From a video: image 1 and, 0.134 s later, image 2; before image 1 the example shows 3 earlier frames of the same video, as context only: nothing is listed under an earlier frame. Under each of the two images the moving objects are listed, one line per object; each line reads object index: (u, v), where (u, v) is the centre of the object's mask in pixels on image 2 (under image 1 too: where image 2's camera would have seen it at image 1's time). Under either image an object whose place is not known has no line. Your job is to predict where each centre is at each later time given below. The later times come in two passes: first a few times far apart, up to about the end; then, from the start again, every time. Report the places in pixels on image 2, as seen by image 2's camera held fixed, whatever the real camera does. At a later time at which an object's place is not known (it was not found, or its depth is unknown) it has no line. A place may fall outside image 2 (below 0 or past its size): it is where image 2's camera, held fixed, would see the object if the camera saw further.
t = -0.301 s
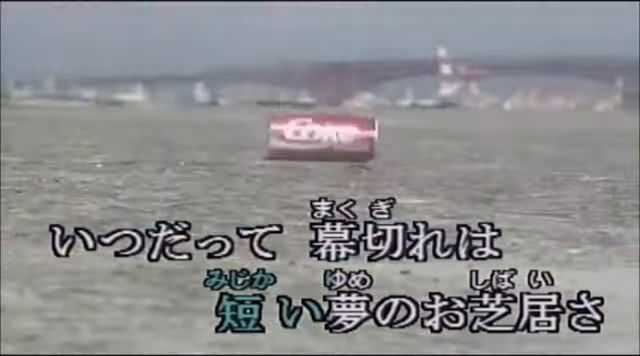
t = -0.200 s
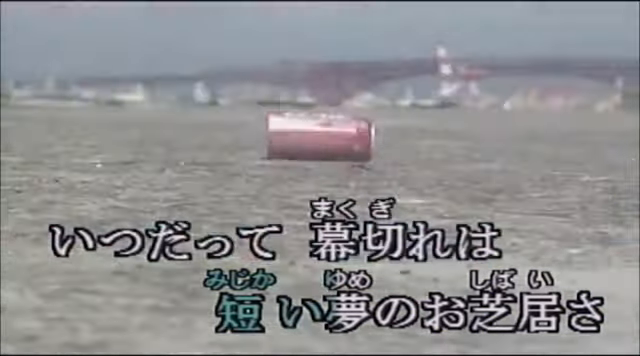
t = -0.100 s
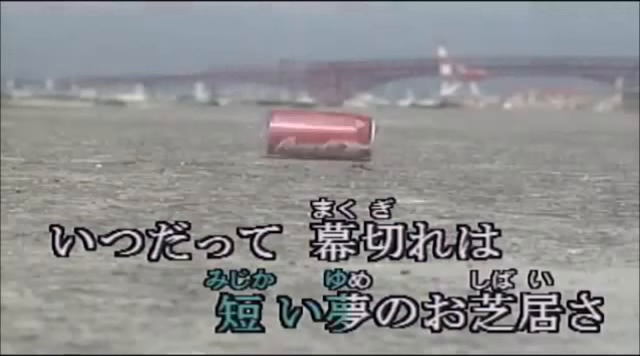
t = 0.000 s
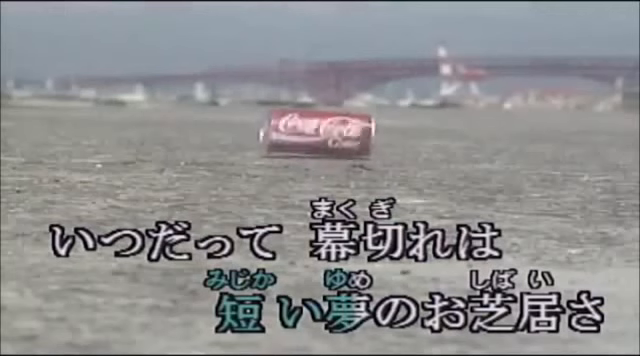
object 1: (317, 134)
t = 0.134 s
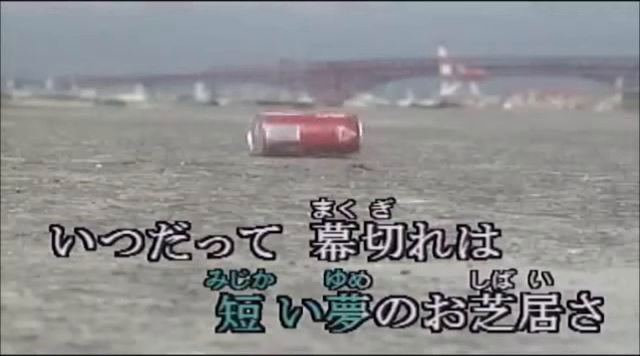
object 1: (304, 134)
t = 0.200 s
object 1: (305, 133)
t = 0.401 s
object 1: (292, 131)
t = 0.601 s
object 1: (281, 131)
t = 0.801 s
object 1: (264, 129)
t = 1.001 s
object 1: (244, 128)
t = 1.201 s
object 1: (221, 127)
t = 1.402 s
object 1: (208, 125)
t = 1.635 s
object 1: (187, 124)
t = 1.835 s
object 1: (188, 124)
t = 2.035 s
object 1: (180, 123)
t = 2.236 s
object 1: (176, 122)
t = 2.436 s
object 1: (175, 122)
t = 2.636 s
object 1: (179, 123)
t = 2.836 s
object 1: (181, 121)
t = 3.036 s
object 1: (180, 122)
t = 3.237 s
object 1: (184, 121)
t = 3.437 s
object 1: (182, 120)
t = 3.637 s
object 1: (176, 118)
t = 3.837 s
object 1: (167, 119)
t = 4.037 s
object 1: (157, 119)
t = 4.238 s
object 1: (148, 118)
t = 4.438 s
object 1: (135, 116)
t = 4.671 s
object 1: (117, 114)
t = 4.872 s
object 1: (104, 112)
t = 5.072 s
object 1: (101, 112)
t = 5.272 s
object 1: (107, 112)
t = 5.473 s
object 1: (115, 112)
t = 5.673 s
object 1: (115, 112)
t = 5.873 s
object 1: (122, 112)
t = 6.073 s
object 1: (126, 111)
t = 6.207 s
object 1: (130, 112)
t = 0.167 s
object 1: (305, 133)
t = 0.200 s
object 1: (305, 133)
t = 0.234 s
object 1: (305, 132)
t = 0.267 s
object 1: (302, 133)
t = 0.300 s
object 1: (300, 132)
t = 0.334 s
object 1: (296, 132)
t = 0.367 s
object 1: (294, 132)
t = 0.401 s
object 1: (292, 131)
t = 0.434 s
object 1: (290, 132)
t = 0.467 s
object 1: (289, 132)
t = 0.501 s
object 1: (287, 132)
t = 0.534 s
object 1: (286, 131)
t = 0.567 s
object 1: (284, 131)
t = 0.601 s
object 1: (281, 131)
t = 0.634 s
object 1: (279, 130)
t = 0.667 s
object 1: (278, 130)
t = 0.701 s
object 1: (276, 130)
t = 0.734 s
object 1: (272, 130)
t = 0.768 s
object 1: (268, 130)
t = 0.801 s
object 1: (264, 129)
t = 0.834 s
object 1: (261, 129)
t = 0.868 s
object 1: (258, 129)
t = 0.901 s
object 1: (254, 129)
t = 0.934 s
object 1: (251, 128)
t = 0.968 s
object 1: (248, 128)
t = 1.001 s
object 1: (244, 128)
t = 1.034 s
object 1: (240, 128)
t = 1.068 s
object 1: (238, 128)
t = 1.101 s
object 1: (234, 127)
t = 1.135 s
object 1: (231, 128)
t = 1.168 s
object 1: (226, 127)
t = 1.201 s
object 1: (221, 127)
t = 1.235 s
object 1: (219, 126)
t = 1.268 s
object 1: (216, 125)
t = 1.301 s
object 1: (215, 126)
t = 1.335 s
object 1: (213, 125)
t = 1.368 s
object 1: (211, 123)
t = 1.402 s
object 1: (208, 125)
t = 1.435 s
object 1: (206, 124)
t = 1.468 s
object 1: (202, 124)
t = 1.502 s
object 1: (199, 122)
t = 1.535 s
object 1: (197, 124)
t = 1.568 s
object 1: (193, 124)
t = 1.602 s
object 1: (189, 124)
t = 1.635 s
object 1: (187, 124)
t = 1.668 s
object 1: (187, 124)
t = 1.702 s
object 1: (187, 125)
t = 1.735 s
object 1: (186, 124)
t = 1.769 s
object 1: (187, 124)
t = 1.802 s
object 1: (187, 124)
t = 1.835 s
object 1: (188, 124)
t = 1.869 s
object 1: (186, 124)
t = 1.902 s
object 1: (185, 124)
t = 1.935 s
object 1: (184, 123)
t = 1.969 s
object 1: (182, 123)
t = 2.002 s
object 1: (180, 123)
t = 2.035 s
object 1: (180, 123)
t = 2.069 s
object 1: (179, 122)
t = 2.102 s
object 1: (180, 122)
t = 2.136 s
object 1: (179, 123)
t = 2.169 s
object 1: (178, 122)
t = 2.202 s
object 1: (177, 122)
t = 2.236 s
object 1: (176, 122)
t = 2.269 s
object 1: (176, 122)
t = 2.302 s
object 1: (175, 123)
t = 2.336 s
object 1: (176, 123)
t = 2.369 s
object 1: (176, 122)
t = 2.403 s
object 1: (176, 123)
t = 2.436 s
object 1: (175, 122)
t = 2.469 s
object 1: (175, 122)
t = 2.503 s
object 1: (176, 122)
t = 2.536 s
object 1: (178, 122)
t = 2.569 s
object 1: (179, 123)
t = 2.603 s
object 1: (180, 124)
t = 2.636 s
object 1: (179, 123)
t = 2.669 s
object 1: (179, 122)
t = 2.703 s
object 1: (180, 122)
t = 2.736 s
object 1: (181, 123)
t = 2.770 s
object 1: (182, 122)
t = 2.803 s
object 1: (183, 123)
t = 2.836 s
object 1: (181, 121)
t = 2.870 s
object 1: (181, 120)
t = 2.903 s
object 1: (181, 121)
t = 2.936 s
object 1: (179, 121)
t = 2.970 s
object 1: (179, 121)
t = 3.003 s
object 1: (180, 121)
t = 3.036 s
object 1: (180, 122)
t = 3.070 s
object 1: (181, 122)
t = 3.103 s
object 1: (182, 122)
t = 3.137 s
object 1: (183, 122)
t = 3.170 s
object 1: (182, 122)
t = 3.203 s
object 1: (182, 121)
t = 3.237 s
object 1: (184, 121)
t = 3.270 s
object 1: (185, 121)
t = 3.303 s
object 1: (185, 121)
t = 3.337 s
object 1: (184, 121)
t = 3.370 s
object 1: (184, 121)
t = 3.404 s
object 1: (183, 120)
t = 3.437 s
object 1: (182, 120)
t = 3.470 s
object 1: (183, 119)
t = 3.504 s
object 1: (182, 119)
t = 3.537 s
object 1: (182, 118)
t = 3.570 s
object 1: (182, 119)
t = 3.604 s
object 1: (179, 118)
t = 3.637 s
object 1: (176, 118)
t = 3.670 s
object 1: (175, 119)
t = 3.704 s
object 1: (172, 119)
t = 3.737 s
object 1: (171, 119)
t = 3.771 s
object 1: (172, 119)
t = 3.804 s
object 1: (170, 119)
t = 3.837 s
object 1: (167, 119)
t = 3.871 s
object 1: (165, 119)
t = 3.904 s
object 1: (163, 119)
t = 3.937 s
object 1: (162, 119)
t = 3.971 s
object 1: (161, 118)
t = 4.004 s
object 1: (160, 119)
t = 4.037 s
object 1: (157, 119)
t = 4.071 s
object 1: (155, 118)
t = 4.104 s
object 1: (153, 119)
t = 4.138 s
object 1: (152, 119)
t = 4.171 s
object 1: (151, 118)
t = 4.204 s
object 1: (150, 118)
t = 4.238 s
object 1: (148, 118)
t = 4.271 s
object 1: (145, 117)
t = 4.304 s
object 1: (143, 116)
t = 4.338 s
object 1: (141, 117)
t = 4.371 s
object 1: (139, 116)
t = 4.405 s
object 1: (137, 115)
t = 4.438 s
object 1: (135, 116)
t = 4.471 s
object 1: (132, 115)
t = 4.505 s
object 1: (129, 115)
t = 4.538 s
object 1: (127, 116)
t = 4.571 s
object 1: (126, 115)
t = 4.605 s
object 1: (123, 114)
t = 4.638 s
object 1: (120, 114)
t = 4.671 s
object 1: (117, 114)
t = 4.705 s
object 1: (113, 114)
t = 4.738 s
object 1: (112, 115)
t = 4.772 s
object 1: (109, 114)
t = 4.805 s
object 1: (107, 114)
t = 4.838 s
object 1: (105, 113)
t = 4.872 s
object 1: (104, 112)
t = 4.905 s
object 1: (103, 110)
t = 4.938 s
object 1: (101, 113)
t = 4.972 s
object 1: (102, 113)
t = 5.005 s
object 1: (102, 113)
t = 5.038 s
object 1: (101, 113)
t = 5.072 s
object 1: (101, 112)
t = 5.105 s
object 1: (101, 111)
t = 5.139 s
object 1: (101, 111)
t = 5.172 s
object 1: (102, 111)
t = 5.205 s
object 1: (104, 111)
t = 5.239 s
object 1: (105, 111)
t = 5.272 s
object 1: (107, 112)
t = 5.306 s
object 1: (108, 111)
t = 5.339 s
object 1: (109, 111)
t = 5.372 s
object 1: (111, 112)
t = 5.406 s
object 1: (113, 112)
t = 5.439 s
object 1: (117, 113)
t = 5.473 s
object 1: (115, 112)
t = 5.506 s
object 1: (116, 110)
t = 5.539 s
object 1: (114, 110)
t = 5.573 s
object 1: (113, 109)
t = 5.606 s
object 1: (113, 111)
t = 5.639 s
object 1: (114, 112)
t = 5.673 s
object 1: (115, 112)
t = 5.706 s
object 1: (118, 112)
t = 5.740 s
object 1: (119, 113)
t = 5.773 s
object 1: (120, 110)
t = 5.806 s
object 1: (120, 110)
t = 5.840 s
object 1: (120, 112)
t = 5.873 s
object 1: (122, 112)
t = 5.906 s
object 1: (123, 110)
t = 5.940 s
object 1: (124, 111)
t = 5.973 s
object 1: (124, 112)
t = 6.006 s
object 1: (124, 110)
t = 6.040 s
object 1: (124, 109)
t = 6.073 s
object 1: (126, 111)
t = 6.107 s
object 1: (125, 112)
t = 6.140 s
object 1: (128, 111)
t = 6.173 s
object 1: (127, 110)
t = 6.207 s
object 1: (130, 112)
